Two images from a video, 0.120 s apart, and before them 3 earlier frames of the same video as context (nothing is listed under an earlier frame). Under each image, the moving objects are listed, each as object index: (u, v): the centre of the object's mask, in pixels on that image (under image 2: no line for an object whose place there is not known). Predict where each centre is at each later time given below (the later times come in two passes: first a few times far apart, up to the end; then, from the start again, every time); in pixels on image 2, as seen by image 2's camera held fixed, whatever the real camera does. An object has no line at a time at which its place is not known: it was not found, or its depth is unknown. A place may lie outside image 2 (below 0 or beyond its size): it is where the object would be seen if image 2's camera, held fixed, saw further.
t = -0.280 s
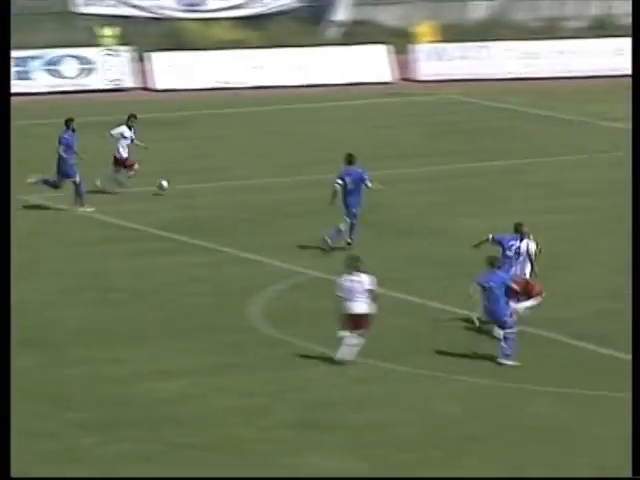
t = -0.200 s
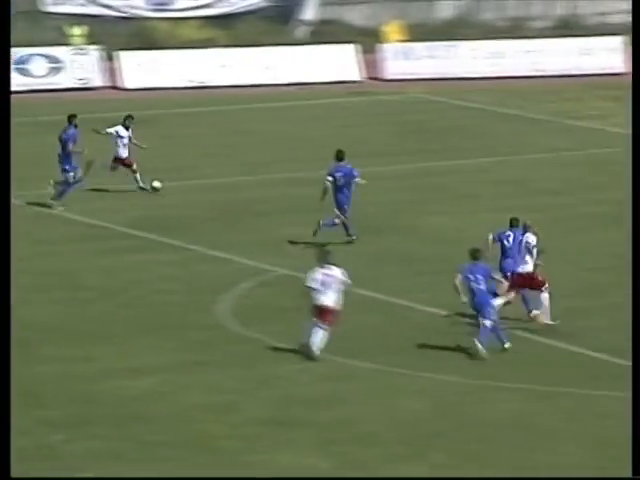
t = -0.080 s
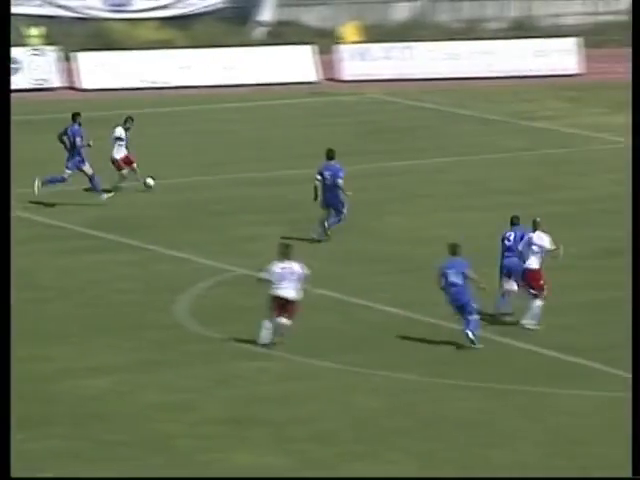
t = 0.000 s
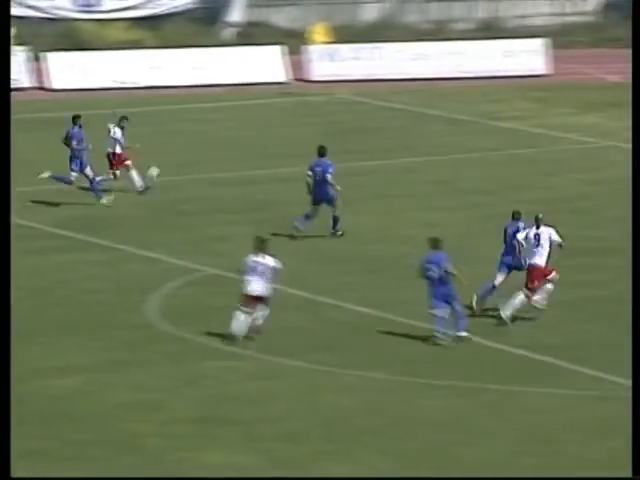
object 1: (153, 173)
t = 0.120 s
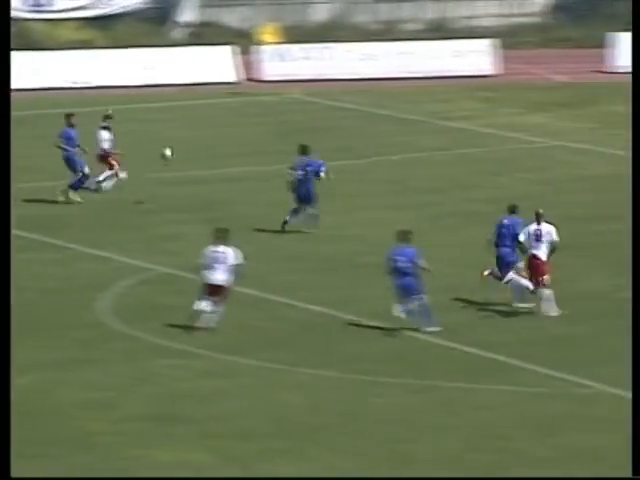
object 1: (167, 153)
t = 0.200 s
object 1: (209, 143)
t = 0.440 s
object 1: (331, 136)
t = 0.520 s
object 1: (372, 140)
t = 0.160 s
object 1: (188, 148)
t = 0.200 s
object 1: (209, 143)
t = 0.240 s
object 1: (229, 140)
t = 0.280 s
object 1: (249, 138)
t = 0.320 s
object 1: (270, 136)
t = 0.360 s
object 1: (291, 136)
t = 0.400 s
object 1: (311, 136)
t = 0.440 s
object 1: (331, 136)
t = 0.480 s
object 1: (351, 138)
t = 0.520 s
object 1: (372, 140)
